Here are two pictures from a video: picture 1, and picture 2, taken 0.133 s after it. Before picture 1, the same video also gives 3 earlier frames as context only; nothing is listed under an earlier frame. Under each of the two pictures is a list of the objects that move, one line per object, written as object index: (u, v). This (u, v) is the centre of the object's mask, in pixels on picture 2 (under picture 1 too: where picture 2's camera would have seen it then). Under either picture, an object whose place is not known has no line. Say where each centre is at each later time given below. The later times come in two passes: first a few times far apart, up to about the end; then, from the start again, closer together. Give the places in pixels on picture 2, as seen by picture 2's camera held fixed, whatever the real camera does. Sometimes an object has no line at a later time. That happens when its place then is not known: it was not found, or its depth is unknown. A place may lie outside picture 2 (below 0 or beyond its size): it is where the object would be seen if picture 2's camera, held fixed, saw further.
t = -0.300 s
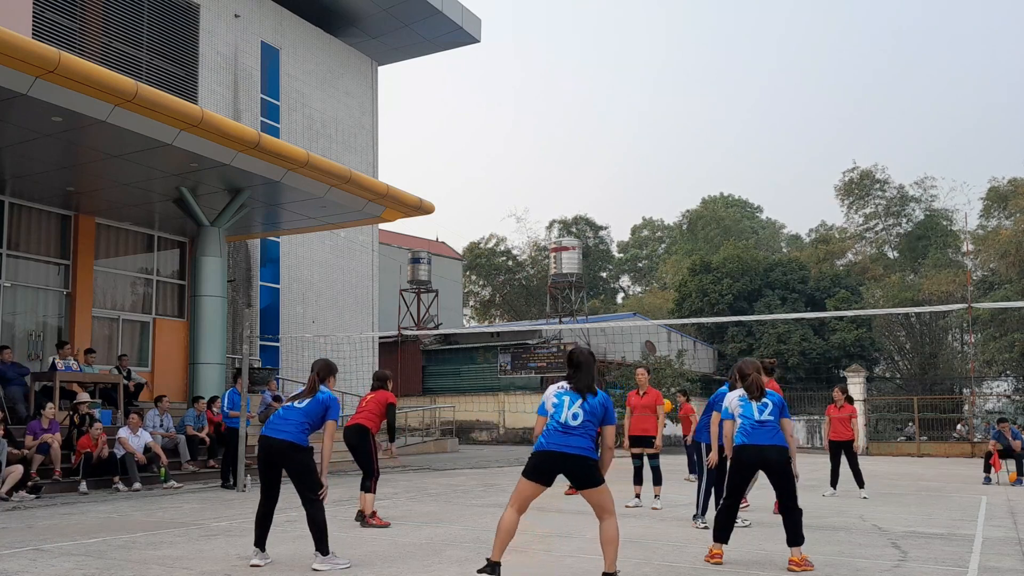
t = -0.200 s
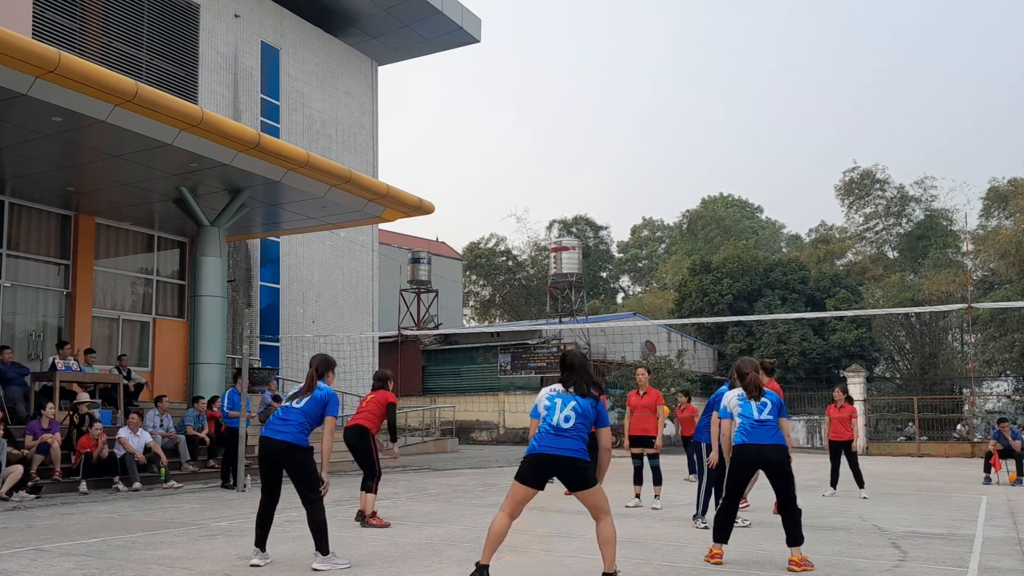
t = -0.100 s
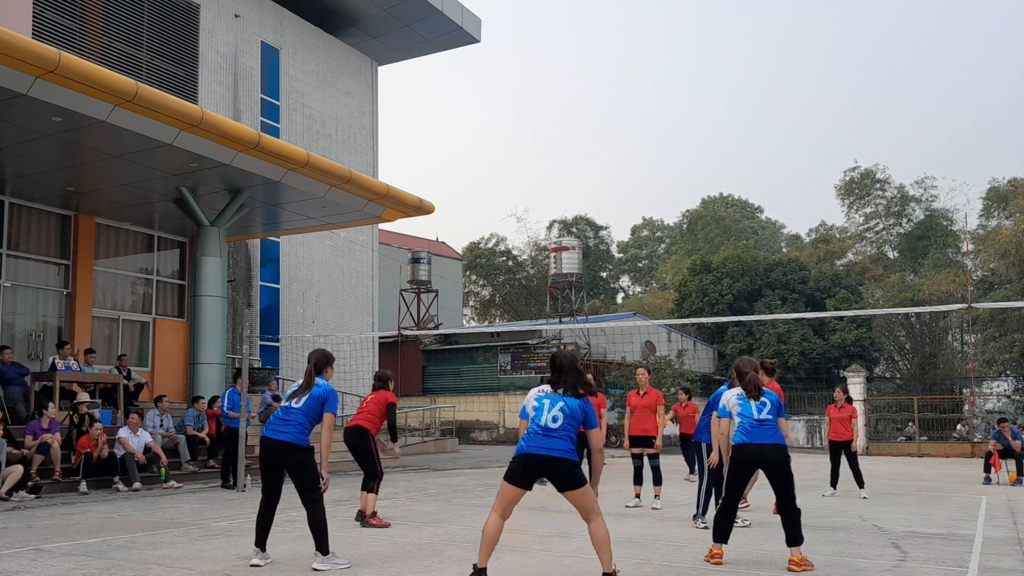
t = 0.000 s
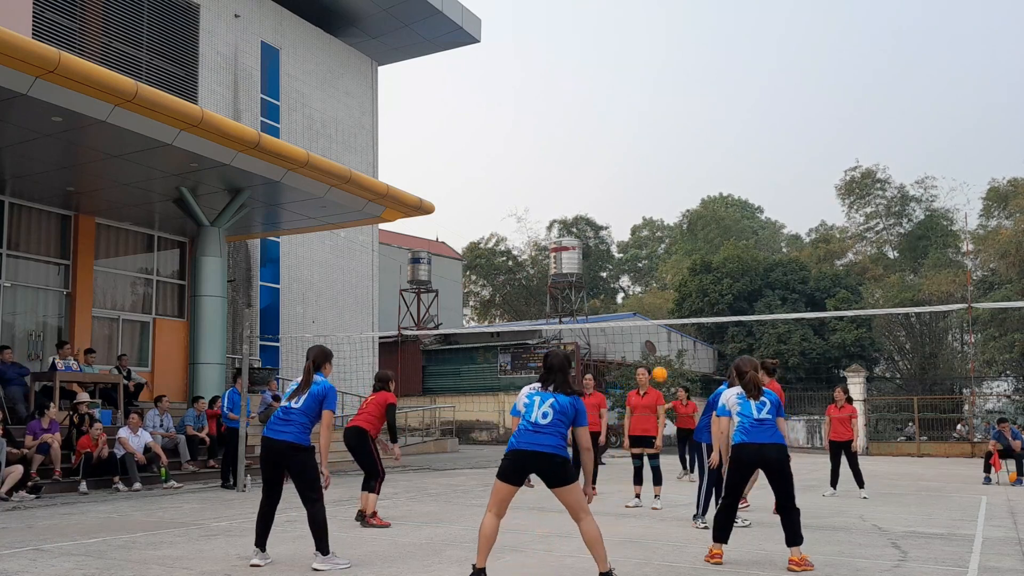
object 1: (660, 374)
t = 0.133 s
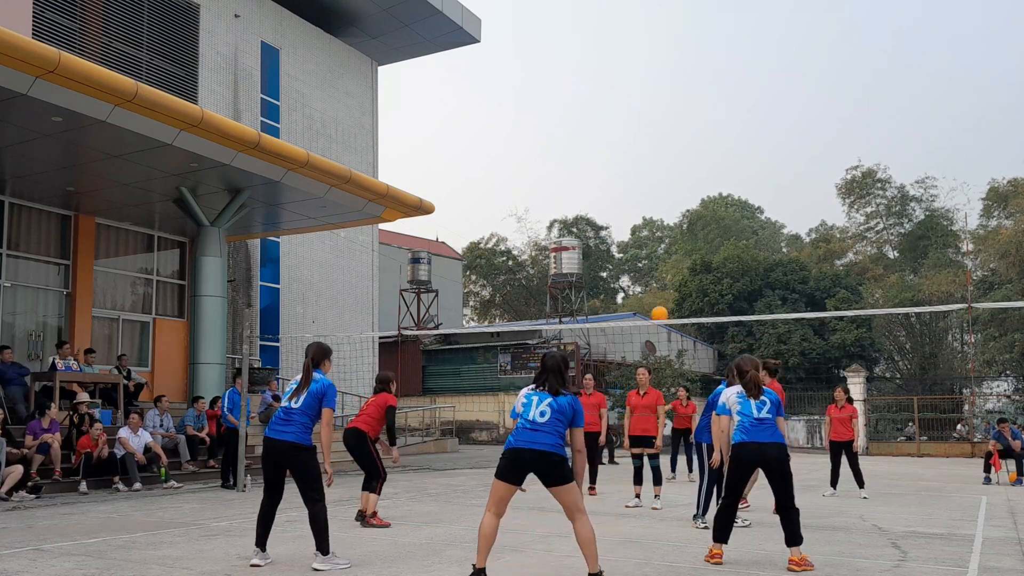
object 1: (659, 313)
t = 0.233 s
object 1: (661, 273)
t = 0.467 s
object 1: (672, 191)
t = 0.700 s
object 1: (692, 142)
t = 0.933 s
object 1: (723, 140)
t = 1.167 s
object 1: (771, 217)
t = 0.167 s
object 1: (660, 300)
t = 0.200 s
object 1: (660, 287)
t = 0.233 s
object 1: (661, 273)
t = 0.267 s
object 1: (662, 260)
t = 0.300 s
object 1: (663, 247)
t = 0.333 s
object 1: (664, 235)
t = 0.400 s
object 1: (668, 212)
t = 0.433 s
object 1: (670, 201)
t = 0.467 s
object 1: (672, 191)
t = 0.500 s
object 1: (674, 181)
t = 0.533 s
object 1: (677, 173)
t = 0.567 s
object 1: (680, 165)
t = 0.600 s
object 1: (682, 158)
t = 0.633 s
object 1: (685, 152)
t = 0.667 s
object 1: (688, 146)
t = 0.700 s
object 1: (692, 142)
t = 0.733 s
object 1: (695, 139)
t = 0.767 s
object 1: (699, 136)
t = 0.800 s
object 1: (703, 134)
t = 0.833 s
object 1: (708, 134)
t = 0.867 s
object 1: (712, 134)
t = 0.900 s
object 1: (717, 136)
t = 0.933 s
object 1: (723, 140)
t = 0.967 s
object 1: (728, 145)
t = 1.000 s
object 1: (734, 153)
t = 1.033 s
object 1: (740, 161)
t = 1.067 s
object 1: (746, 172)
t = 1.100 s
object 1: (754, 184)
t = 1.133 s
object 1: (762, 199)
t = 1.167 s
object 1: (771, 217)
